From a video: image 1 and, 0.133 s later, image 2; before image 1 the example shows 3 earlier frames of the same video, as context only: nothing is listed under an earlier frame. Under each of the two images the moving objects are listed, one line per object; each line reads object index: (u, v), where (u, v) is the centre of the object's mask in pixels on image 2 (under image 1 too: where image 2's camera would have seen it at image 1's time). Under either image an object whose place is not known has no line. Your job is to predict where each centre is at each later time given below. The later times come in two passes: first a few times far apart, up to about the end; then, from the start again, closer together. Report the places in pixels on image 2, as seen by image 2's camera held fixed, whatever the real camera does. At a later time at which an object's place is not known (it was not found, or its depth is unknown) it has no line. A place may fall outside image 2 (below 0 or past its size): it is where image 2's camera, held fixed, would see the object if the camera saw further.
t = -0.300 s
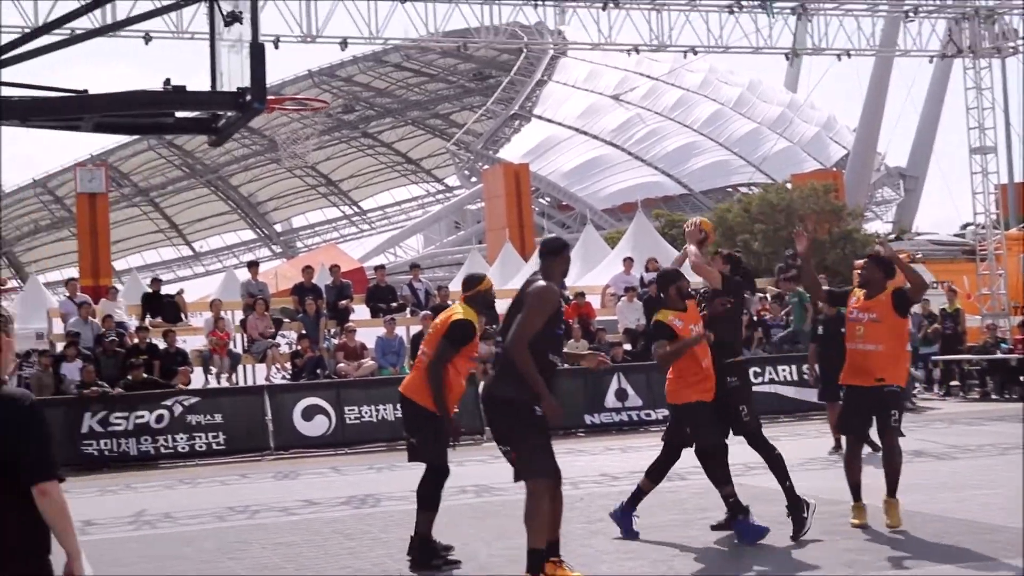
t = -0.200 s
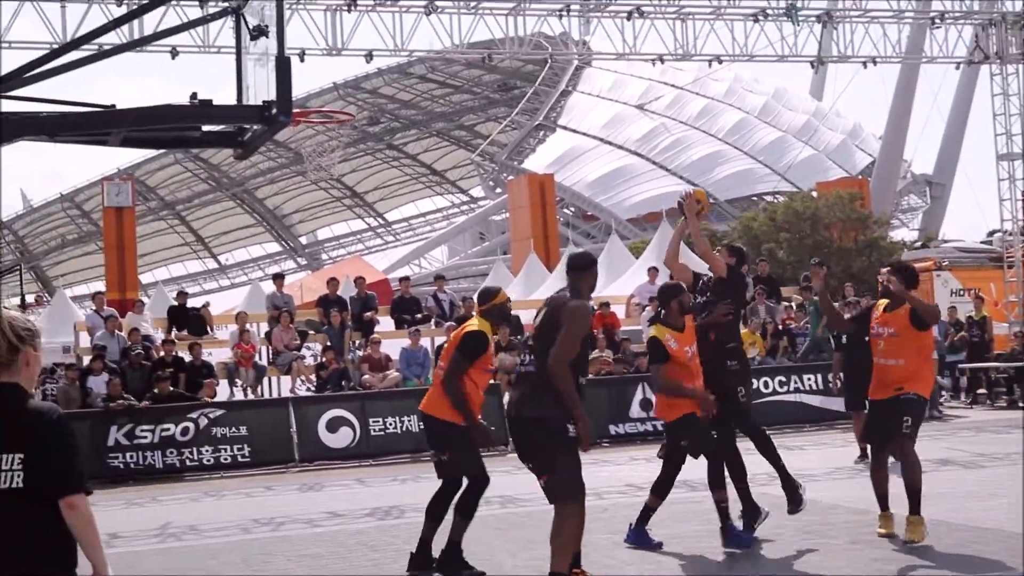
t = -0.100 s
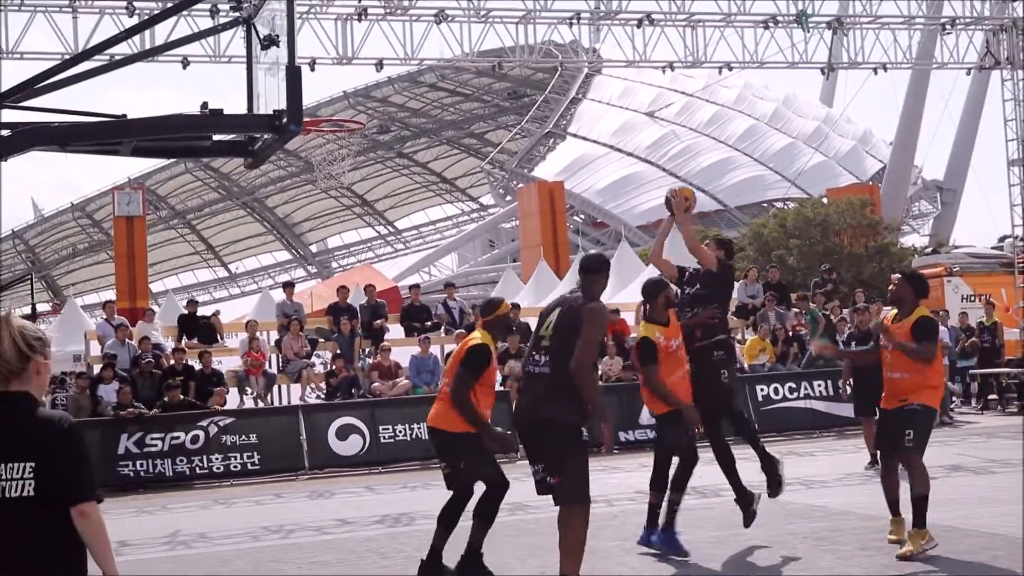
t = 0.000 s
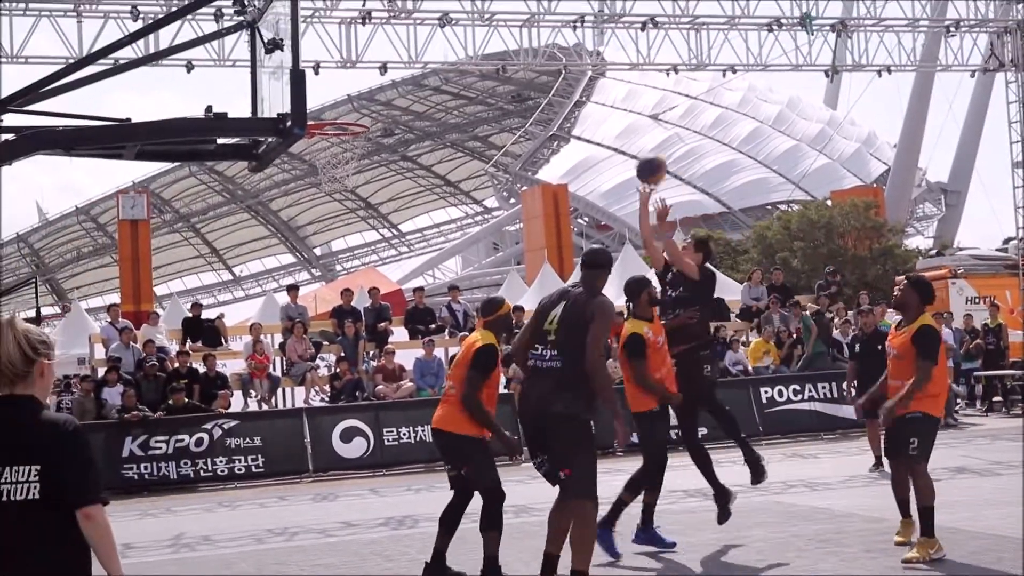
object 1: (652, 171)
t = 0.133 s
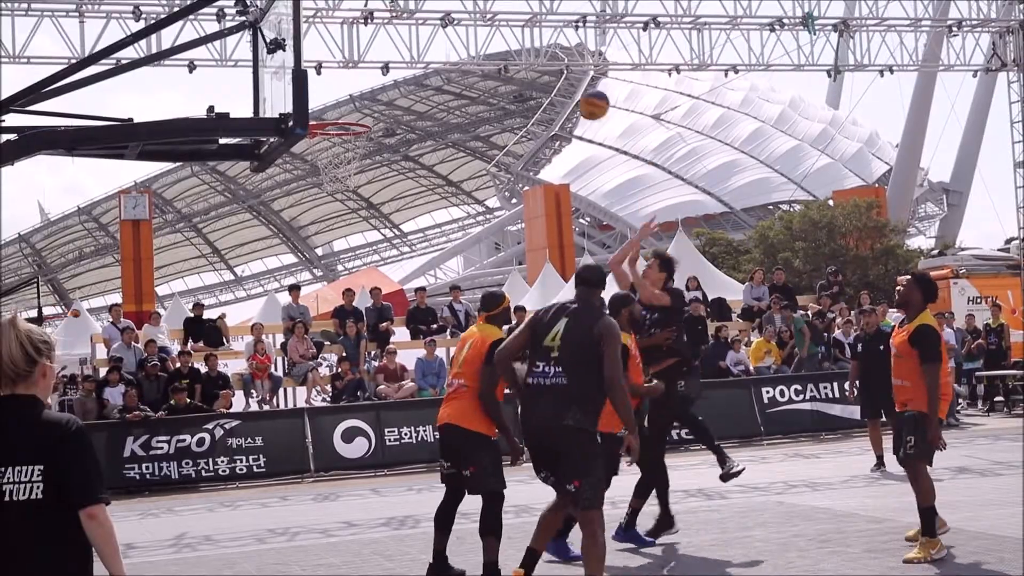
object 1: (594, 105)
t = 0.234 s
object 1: (548, 72)
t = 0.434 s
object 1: (460, 45)
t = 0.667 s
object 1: (357, 84)
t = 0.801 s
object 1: (316, 104)
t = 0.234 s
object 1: (548, 72)
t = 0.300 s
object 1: (519, 57)
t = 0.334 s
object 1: (505, 52)
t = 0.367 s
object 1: (490, 48)
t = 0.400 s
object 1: (475, 46)
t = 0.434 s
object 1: (460, 45)
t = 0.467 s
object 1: (446, 46)
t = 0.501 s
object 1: (431, 48)
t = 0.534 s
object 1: (416, 52)
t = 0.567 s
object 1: (401, 58)
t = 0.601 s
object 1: (386, 64)
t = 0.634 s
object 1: (372, 73)
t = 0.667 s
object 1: (357, 84)
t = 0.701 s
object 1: (342, 95)
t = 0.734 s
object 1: (326, 108)
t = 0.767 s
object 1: (320, 111)
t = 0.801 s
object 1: (316, 104)
